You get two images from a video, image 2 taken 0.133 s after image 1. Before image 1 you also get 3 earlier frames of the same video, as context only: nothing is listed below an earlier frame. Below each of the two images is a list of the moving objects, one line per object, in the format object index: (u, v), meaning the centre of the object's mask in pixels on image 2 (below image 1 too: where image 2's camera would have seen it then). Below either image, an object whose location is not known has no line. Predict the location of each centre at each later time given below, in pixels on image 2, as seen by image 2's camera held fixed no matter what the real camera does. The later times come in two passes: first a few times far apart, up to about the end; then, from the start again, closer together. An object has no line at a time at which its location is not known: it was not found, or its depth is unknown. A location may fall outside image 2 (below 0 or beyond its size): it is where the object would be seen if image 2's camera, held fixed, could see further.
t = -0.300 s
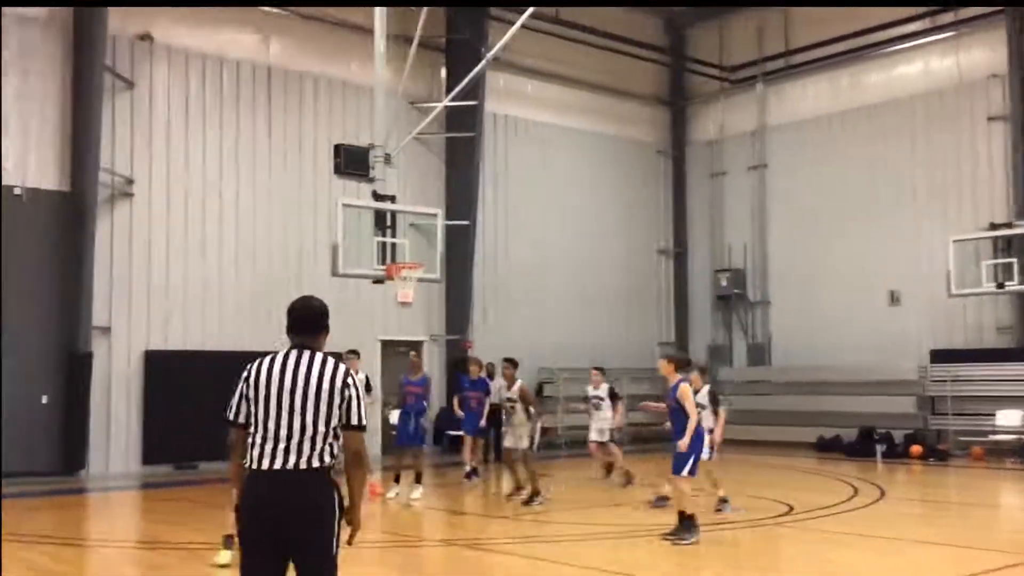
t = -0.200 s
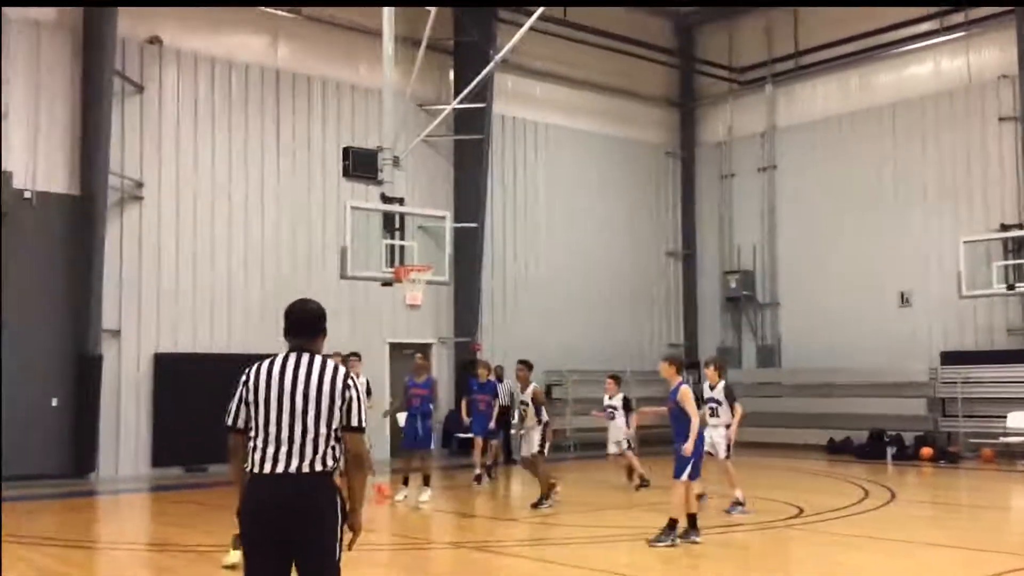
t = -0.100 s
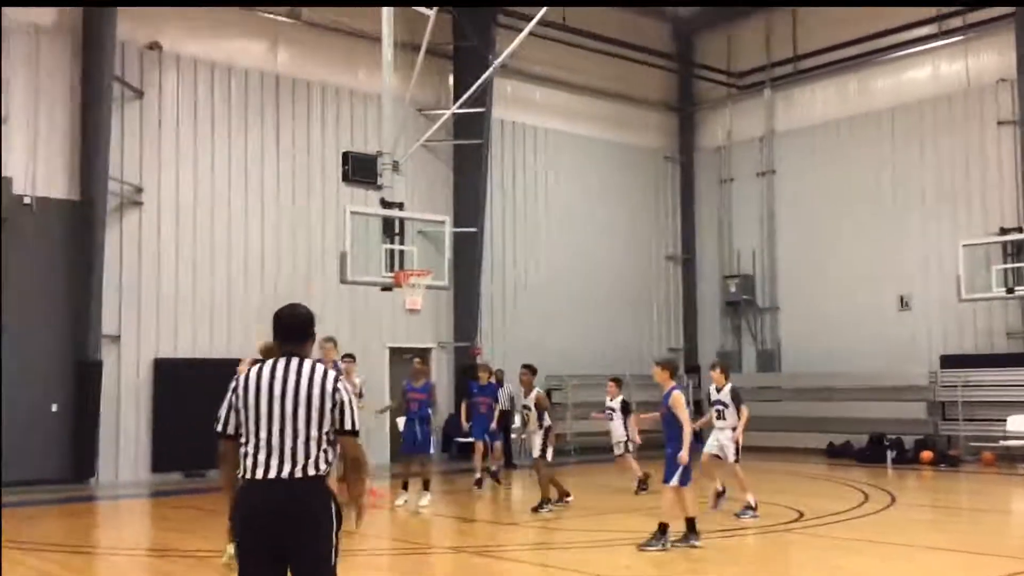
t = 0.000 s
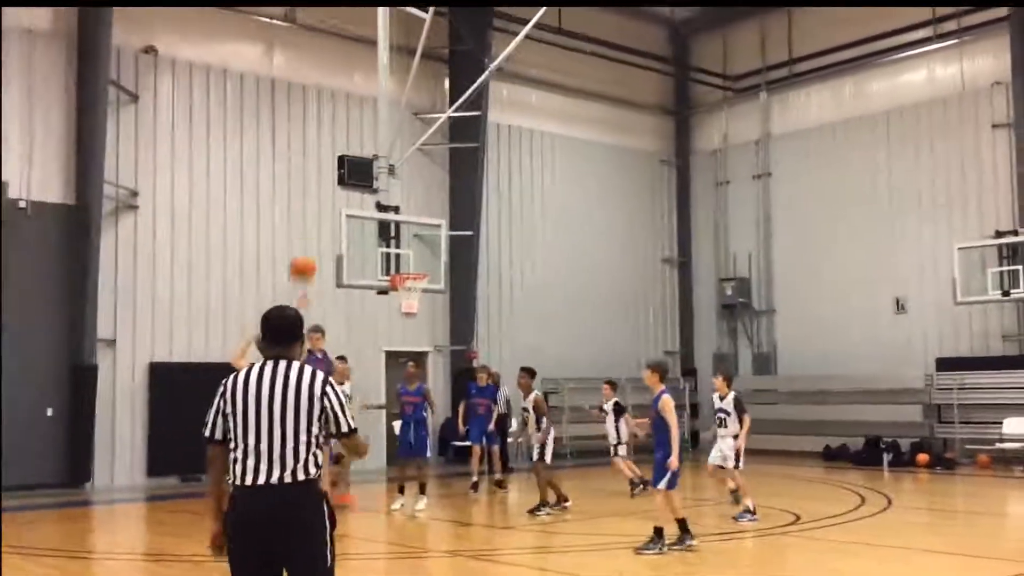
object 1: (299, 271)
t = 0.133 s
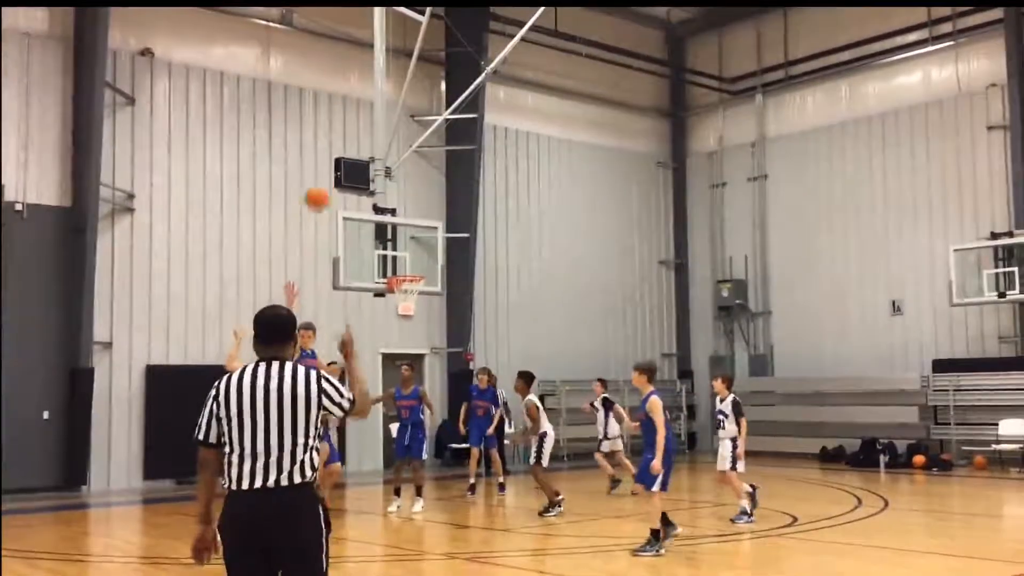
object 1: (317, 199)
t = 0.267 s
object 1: (332, 151)
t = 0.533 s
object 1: (359, 117)
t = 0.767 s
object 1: (379, 136)
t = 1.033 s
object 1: (397, 202)
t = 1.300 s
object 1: (412, 295)
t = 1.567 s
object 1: (416, 333)
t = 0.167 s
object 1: (321, 184)
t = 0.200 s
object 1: (324, 172)
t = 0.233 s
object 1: (329, 161)
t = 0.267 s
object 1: (332, 151)
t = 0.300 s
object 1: (336, 143)
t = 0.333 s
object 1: (339, 136)
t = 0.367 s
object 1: (342, 129)
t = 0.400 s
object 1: (347, 126)
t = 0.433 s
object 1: (351, 121)
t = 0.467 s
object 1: (354, 118)
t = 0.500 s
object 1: (356, 117)
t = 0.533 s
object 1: (359, 117)
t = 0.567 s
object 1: (362, 117)
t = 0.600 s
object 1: (365, 118)
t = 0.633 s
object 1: (367, 119)
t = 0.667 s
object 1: (370, 122)
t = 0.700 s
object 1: (374, 127)
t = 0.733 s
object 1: (376, 130)
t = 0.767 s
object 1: (379, 136)
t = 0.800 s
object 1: (382, 143)
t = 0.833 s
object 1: (384, 147)
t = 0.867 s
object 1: (386, 155)
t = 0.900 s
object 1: (388, 162)
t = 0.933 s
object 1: (392, 175)
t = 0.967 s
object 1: (394, 183)
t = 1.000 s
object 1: (395, 192)
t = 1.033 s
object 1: (397, 202)
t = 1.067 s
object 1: (401, 211)
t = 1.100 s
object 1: (402, 224)
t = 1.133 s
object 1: (404, 236)
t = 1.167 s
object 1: (406, 250)
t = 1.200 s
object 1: (407, 261)
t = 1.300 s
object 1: (412, 295)
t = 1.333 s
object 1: (413, 297)
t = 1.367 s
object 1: (414, 302)
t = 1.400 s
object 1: (414, 304)
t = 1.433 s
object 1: (415, 307)
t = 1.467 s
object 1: (417, 313)
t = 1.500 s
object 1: (416, 319)
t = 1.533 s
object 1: (416, 325)
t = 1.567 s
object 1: (416, 333)
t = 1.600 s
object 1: (416, 341)
